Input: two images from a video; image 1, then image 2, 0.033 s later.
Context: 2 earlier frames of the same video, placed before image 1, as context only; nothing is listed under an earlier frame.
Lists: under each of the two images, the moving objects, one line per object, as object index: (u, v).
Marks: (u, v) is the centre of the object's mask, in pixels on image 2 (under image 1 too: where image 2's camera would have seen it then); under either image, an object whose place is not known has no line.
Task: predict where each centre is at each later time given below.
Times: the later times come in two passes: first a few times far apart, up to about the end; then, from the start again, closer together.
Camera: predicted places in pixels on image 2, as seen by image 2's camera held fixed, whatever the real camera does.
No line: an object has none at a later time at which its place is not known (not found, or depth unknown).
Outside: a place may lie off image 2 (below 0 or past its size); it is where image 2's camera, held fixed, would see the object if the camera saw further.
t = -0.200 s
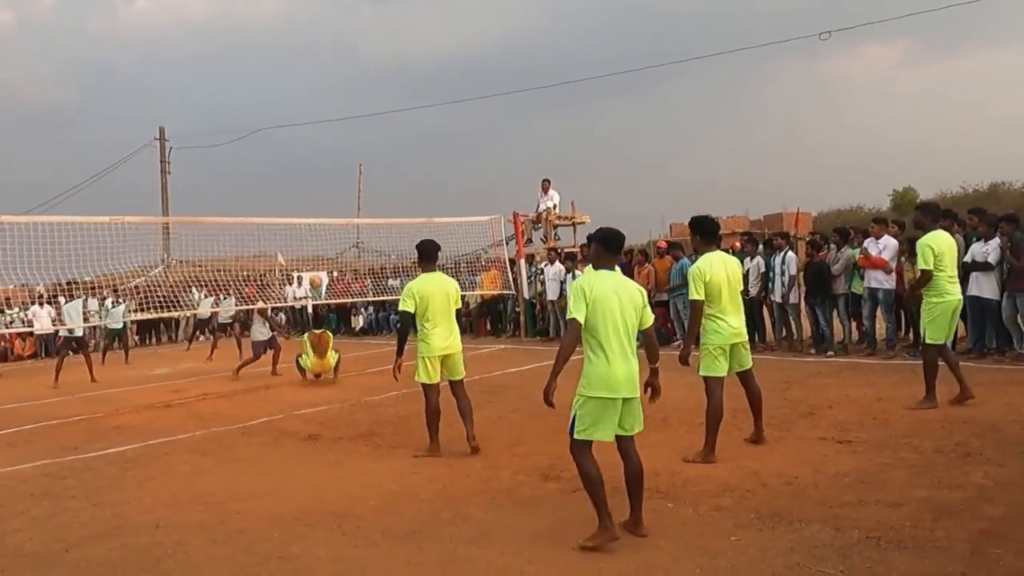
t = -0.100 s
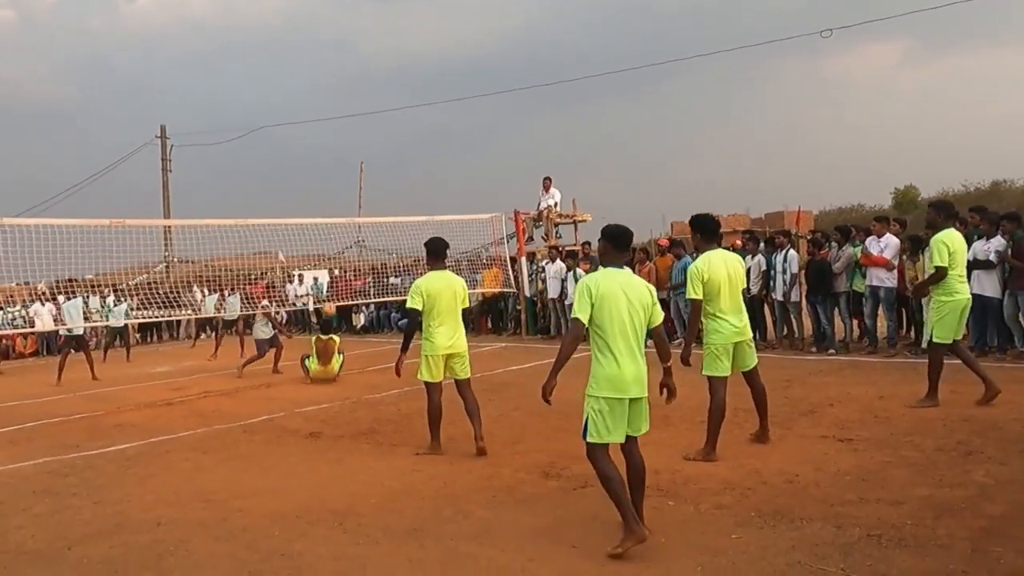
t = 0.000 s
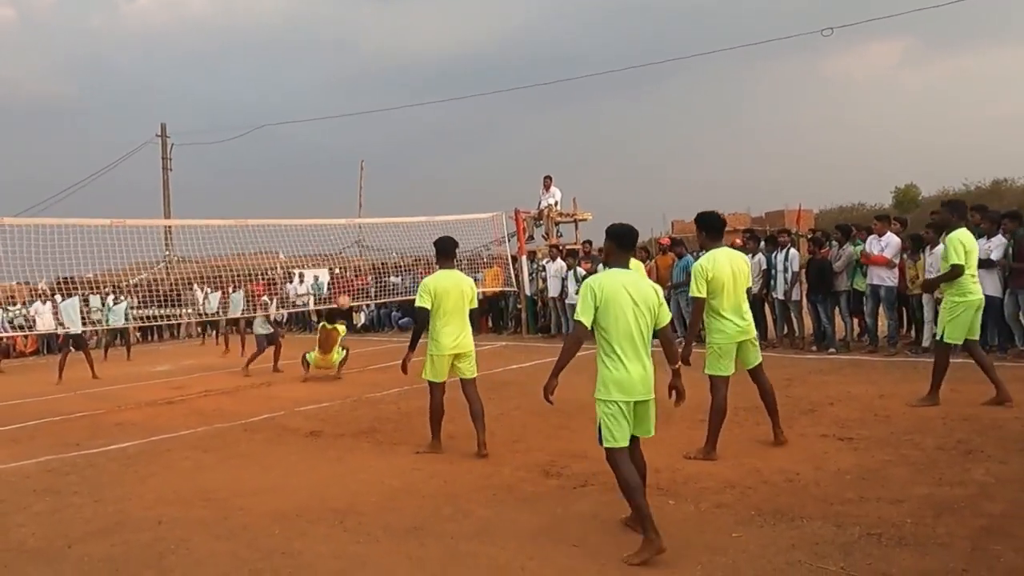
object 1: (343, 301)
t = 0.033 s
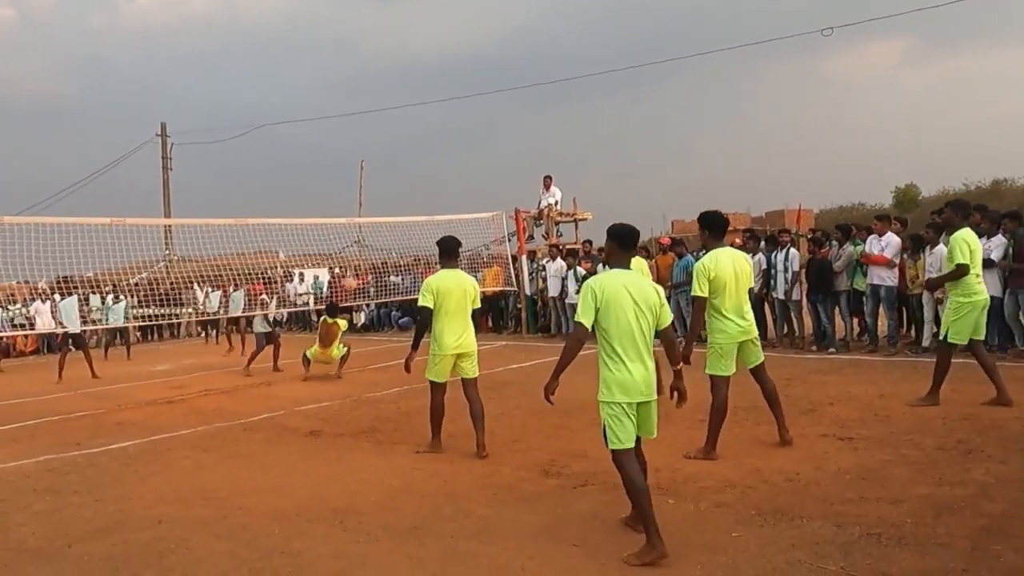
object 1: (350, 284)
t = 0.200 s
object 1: (379, 207)
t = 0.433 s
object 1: (426, 122)
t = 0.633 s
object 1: (474, 75)
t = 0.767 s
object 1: (510, 60)
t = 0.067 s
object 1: (355, 268)
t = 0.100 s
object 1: (360, 250)
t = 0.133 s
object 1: (365, 237)
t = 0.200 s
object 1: (379, 207)
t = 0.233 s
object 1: (385, 193)
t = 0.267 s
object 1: (391, 180)
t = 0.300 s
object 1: (397, 167)
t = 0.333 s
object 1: (405, 155)
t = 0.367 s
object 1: (411, 144)
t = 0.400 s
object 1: (419, 133)
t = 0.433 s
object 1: (426, 122)
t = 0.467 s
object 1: (434, 113)
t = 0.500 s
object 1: (441, 104)
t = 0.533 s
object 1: (449, 95)
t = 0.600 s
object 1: (465, 81)
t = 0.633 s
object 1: (474, 75)
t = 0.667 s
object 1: (483, 70)
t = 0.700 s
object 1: (492, 66)
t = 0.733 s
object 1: (501, 63)
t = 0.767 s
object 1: (510, 60)
